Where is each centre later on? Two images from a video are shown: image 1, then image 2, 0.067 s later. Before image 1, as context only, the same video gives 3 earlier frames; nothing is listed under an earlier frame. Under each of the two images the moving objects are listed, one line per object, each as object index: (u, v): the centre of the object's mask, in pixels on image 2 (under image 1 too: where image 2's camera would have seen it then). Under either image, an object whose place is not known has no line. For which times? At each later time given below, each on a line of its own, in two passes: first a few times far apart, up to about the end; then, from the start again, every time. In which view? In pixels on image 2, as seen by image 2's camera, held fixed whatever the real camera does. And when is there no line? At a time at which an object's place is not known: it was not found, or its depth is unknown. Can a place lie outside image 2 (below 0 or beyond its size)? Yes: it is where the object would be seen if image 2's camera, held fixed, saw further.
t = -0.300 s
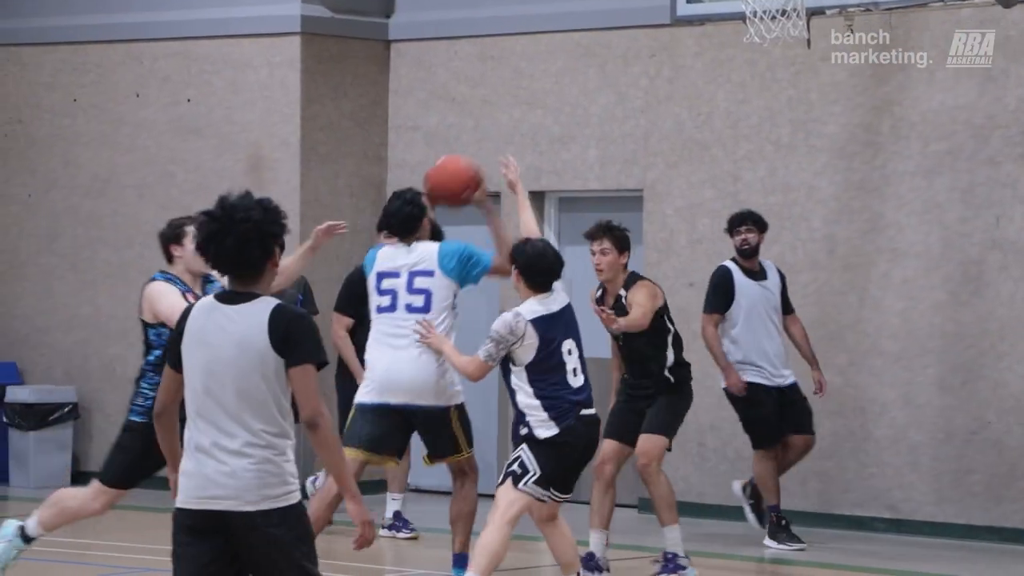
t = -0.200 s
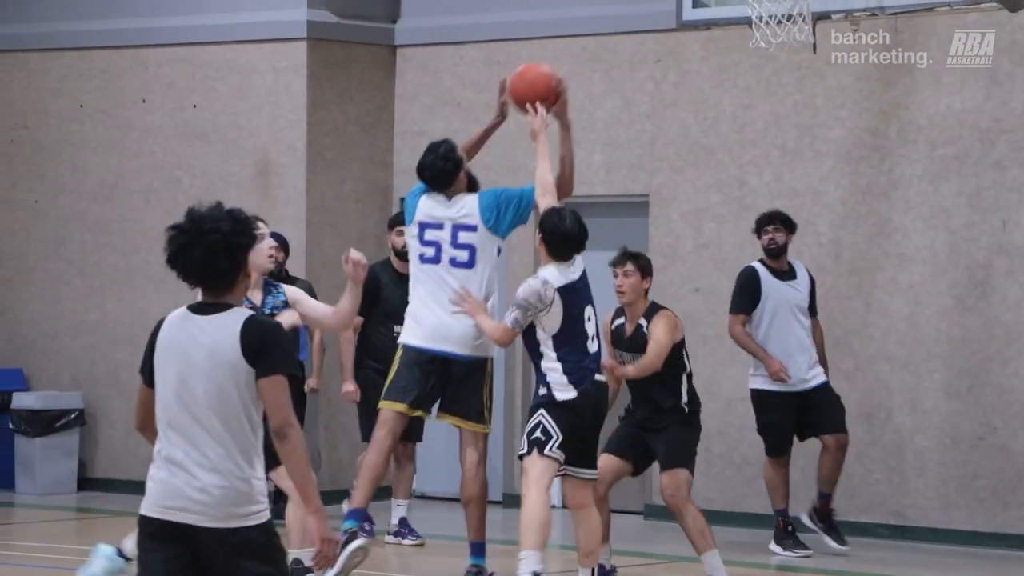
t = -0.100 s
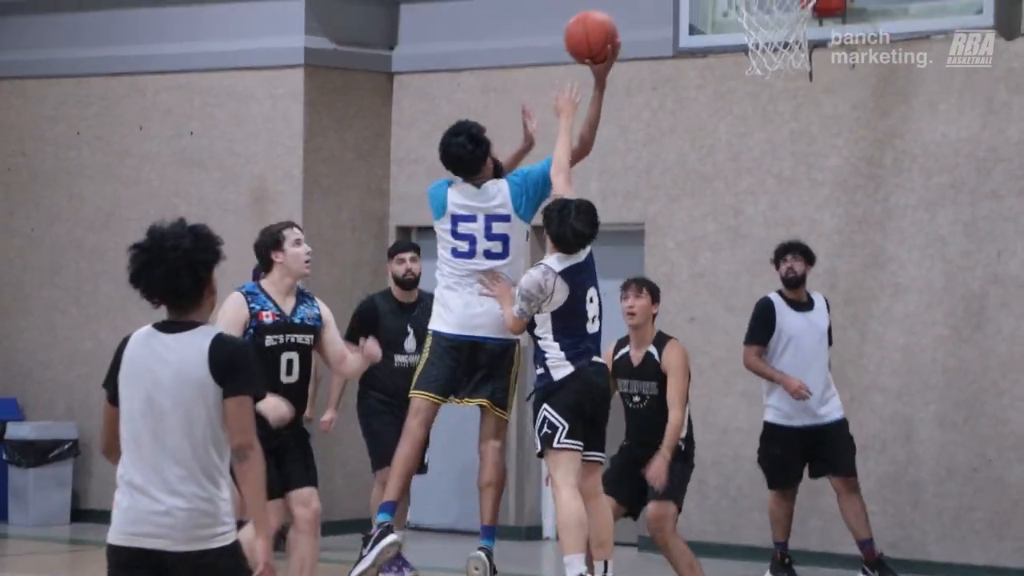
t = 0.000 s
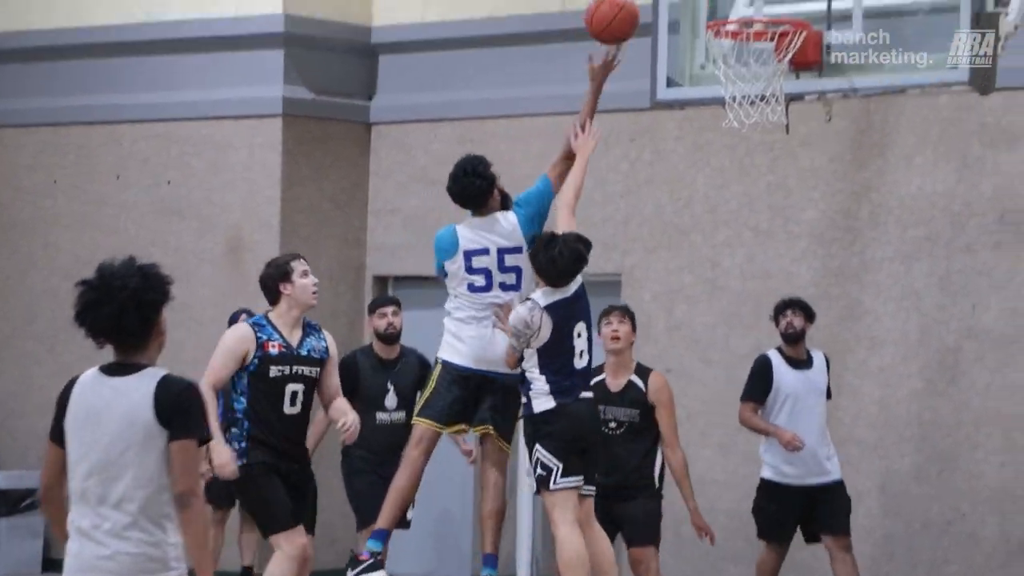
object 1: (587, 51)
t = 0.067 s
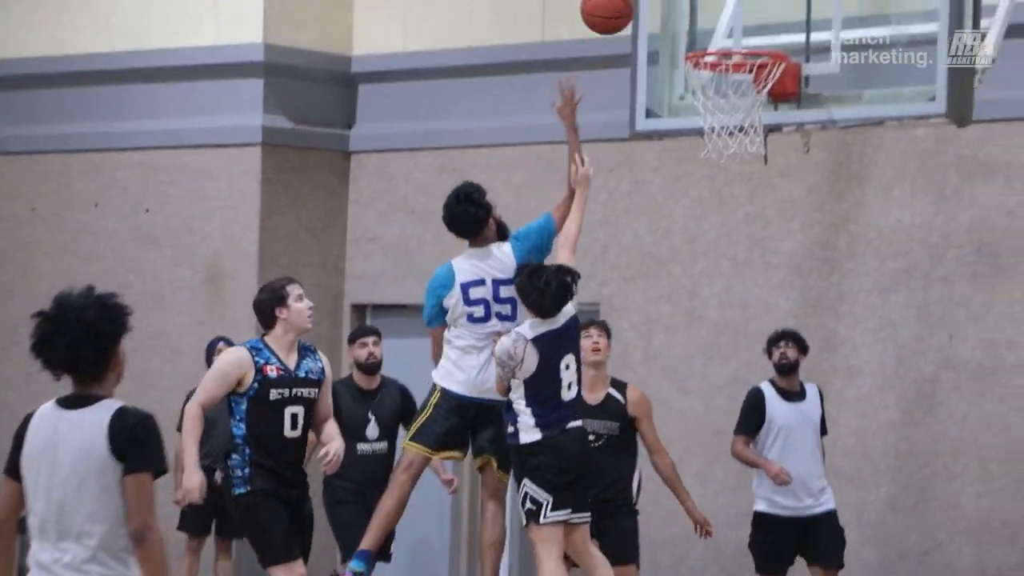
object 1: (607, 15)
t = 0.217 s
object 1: (642, -34)
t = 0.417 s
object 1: (681, -36)
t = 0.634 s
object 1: (720, 56)
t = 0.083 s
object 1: (610, 8)
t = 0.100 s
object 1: (615, 0)
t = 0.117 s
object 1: (619, -6)
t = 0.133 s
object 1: (623, -13)
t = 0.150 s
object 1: (627, -18)
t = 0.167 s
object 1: (630, -23)
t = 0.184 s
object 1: (634, -27)
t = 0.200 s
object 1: (638, -30)
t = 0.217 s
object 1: (642, -34)
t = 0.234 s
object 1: (646, -35)
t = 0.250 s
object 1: (649, -37)
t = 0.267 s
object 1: (653, -38)
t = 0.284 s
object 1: (656, -39)
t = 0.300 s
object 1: (659, -40)
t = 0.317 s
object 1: (662, -40)
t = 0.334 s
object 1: (666, -40)
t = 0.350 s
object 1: (670, -39)
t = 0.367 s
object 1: (673, -38)
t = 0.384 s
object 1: (676, -38)
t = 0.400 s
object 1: (679, -37)
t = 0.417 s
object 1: (681, -36)
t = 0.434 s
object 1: (684, -34)
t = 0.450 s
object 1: (687, -32)
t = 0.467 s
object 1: (690, -28)
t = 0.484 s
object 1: (693, -22)
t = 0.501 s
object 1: (696, -15)
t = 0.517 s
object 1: (698, -7)
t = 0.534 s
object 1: (701, 0)
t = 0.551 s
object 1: (704, 8)
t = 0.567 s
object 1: (706, 18)
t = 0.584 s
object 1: (710, 27)
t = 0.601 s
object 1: (713, 33)
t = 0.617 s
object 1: (716, 38)
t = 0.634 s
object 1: (720, 56)
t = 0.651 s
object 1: (724, 64)
